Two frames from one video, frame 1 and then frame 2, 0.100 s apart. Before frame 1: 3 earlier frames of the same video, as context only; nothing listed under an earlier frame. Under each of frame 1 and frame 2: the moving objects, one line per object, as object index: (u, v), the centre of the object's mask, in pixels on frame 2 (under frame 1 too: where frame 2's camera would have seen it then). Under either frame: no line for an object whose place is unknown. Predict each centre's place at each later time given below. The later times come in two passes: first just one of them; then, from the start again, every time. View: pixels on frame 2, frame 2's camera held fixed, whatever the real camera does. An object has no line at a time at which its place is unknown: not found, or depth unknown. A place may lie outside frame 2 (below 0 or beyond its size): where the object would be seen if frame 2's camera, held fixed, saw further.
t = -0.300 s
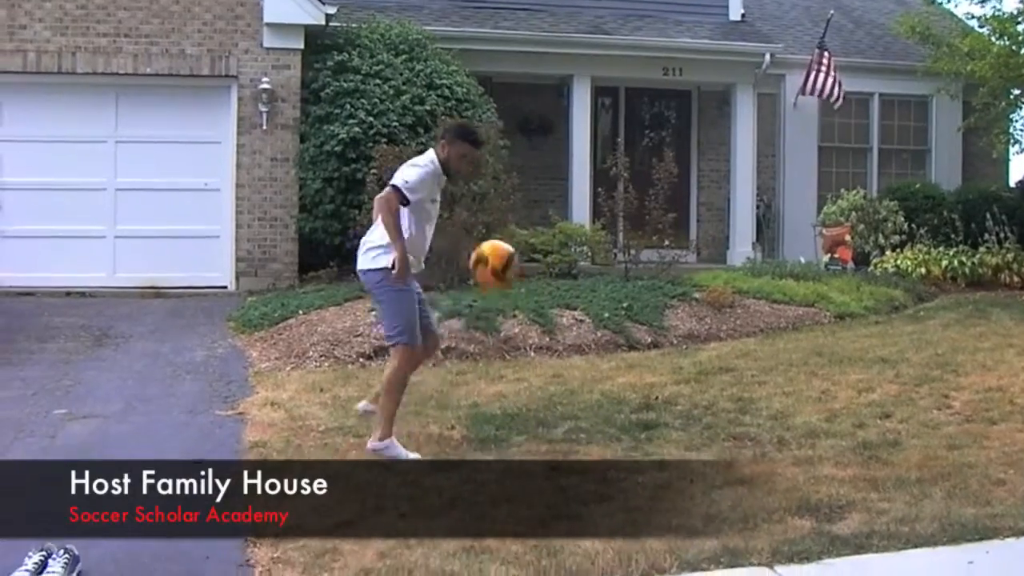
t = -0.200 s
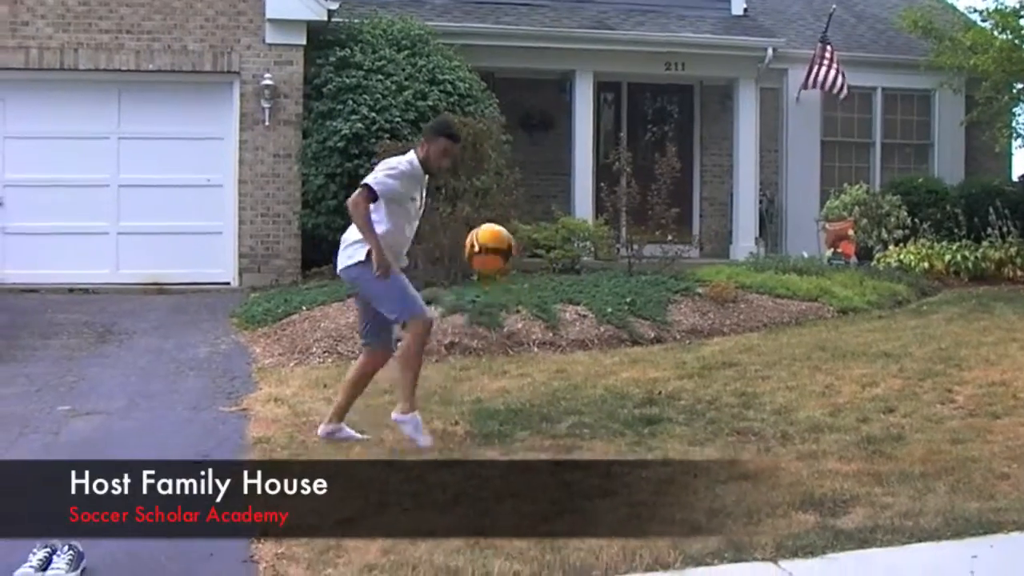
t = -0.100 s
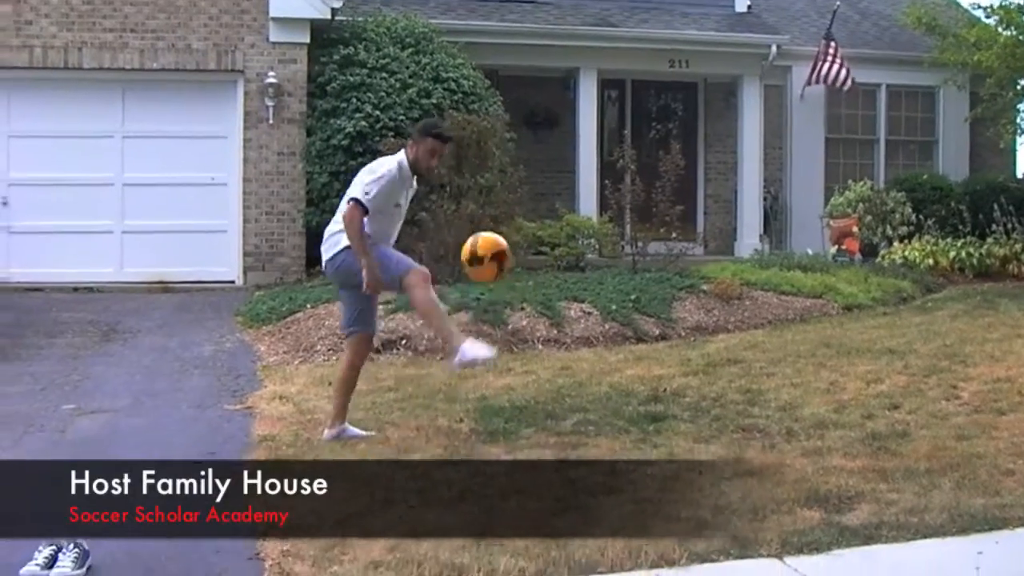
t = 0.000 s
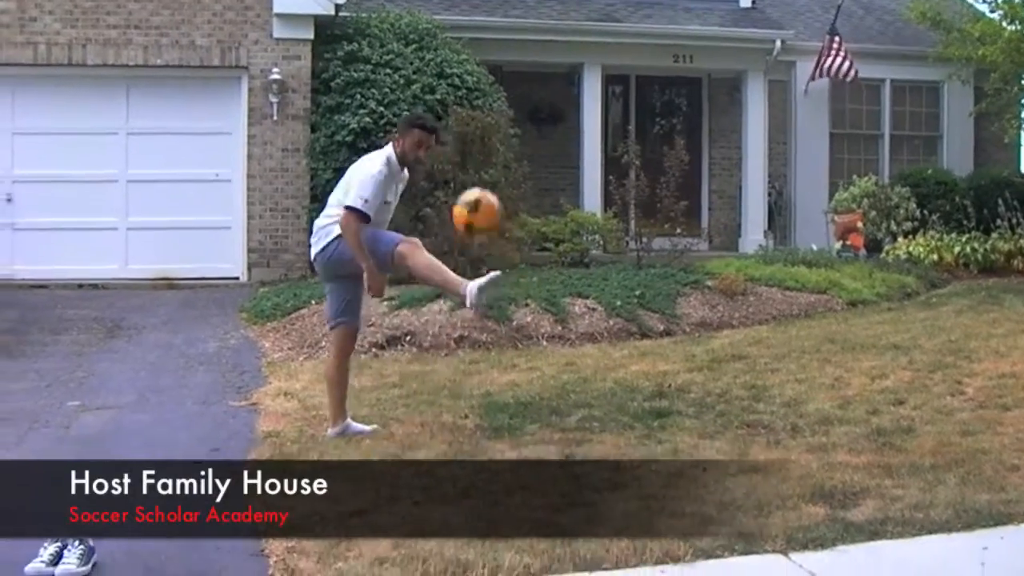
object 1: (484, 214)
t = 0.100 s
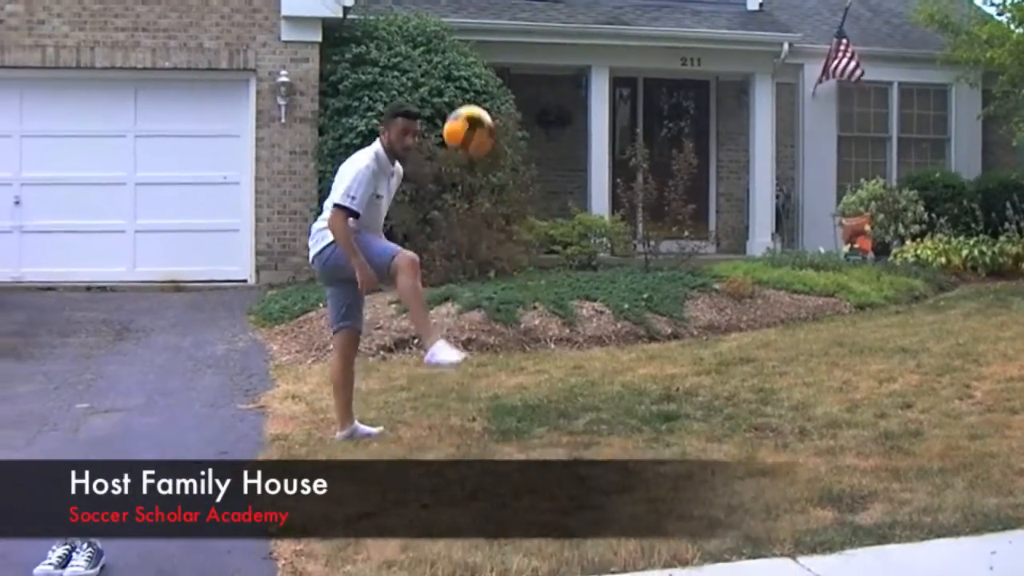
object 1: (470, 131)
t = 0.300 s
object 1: (437, 29)
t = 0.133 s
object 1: (463, 107)
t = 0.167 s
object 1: (457, 86)
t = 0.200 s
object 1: (453, 69)
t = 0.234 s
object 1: (447, 53)
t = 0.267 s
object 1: (442, 42)
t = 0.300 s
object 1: (437, 29)
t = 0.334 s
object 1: (431, 20)
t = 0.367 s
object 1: (426, 17)
